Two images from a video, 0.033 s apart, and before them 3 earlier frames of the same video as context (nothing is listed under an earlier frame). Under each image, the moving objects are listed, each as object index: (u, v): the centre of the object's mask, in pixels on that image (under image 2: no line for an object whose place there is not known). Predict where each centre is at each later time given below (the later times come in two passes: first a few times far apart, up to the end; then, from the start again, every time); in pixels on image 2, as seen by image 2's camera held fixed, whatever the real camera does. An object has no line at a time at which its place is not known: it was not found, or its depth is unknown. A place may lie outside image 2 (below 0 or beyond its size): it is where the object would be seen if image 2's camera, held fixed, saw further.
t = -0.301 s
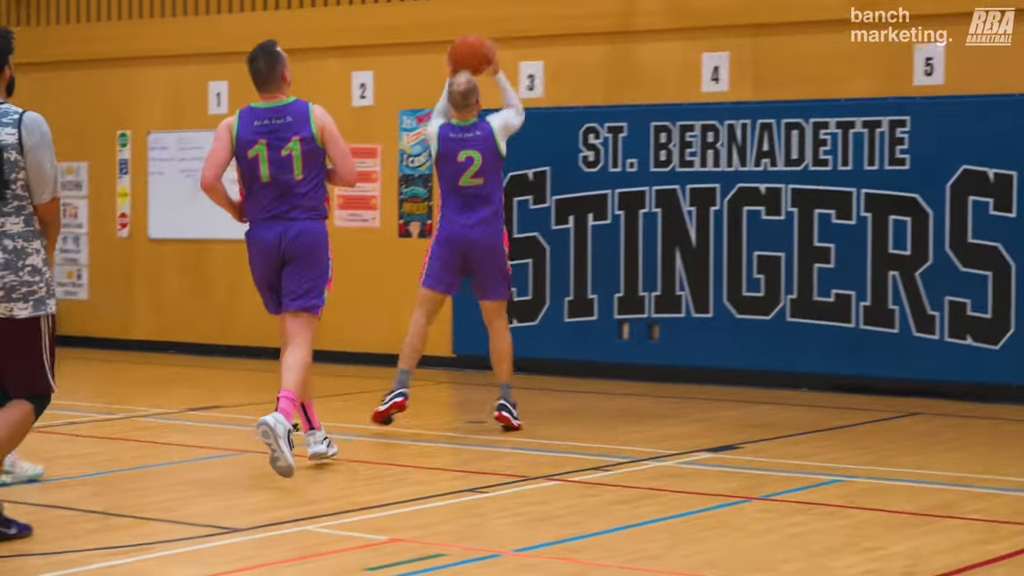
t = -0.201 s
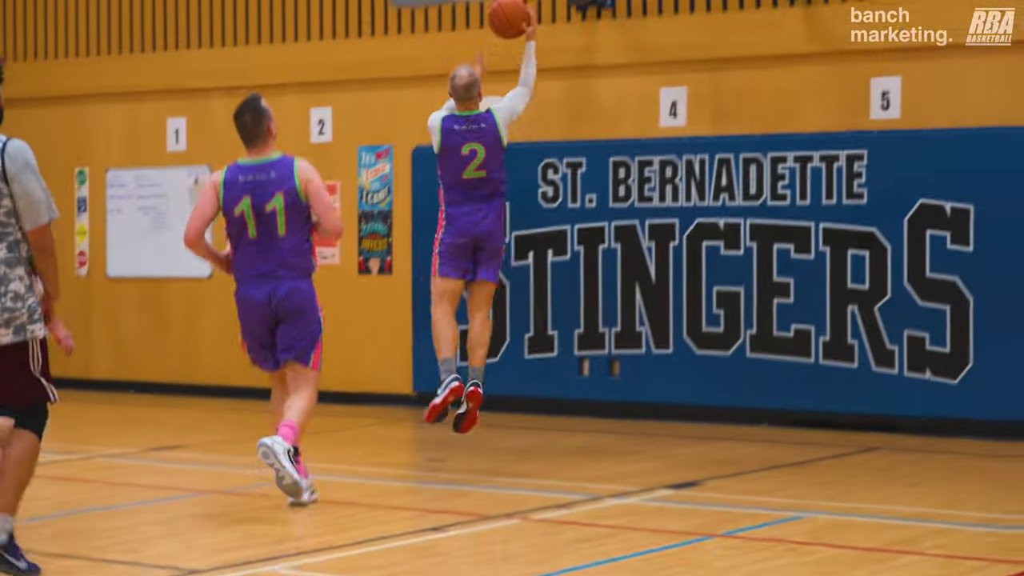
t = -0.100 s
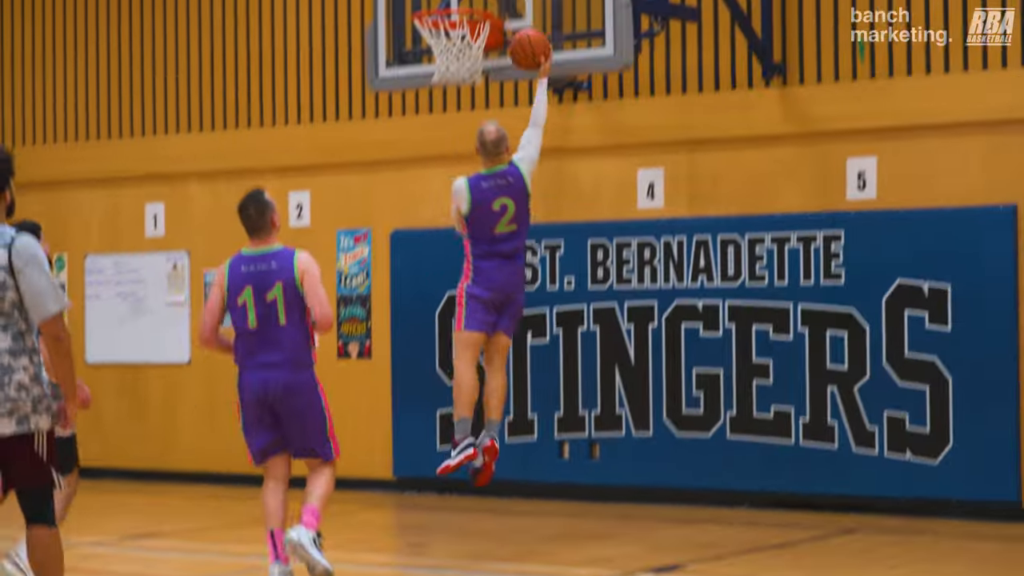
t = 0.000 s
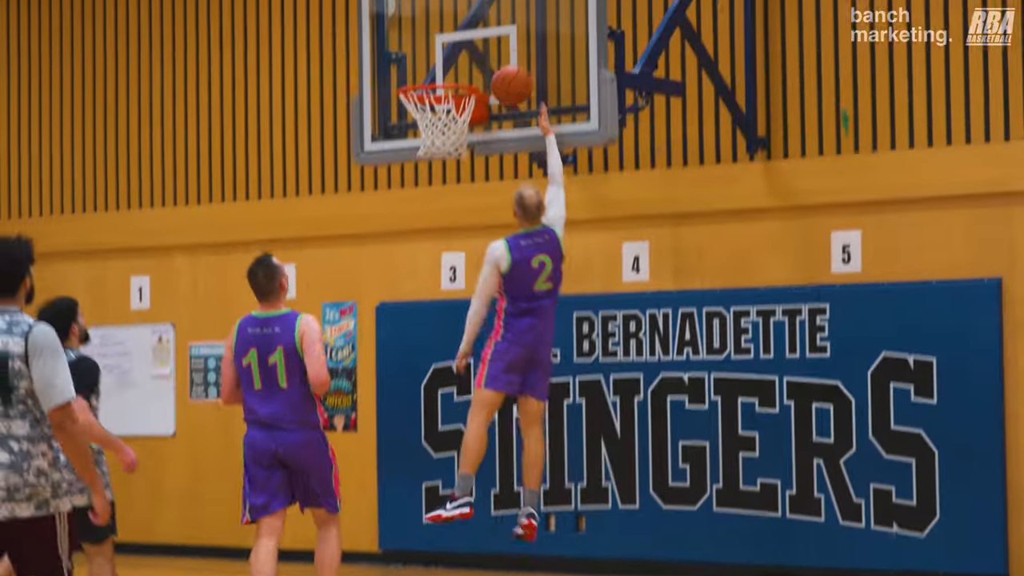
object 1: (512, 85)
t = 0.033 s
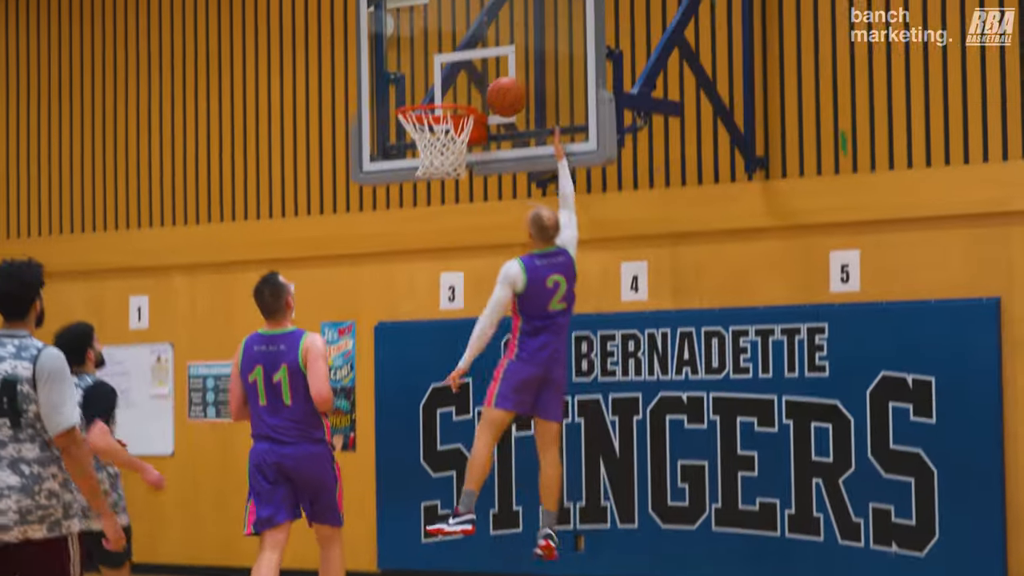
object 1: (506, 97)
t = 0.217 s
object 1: (472, 77)
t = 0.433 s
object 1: (421, 122)
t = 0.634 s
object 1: (420, 154)
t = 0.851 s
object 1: (449, 230)
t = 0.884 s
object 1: (453, 247)
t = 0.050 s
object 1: (505, 93)
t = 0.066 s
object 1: (503, 91)
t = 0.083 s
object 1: (501, 88)
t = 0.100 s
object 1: (500, 85)
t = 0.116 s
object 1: (497, 83)
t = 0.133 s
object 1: (493, 81)
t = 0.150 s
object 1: (489, 79)
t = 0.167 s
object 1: (485, 78)
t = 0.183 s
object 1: (481, 78)
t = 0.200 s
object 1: (475, 77)
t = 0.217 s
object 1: (472, 77)
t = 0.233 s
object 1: (468, 78)
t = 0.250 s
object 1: (464, 79)
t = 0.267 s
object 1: (461, 80)
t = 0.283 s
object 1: (456, 82)
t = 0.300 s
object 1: (452, 84)
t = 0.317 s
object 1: (448, 86)
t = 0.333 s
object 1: (444, 89)
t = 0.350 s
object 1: (441, 91)
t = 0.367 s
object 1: (436, 93)
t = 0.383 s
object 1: (433, 96)
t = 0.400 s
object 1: (429, 98)
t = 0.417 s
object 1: (424, 101)
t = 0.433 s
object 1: (421, 122)
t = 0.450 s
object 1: (415, 127)
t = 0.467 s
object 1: (413, 130)
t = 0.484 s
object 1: (411, 134)
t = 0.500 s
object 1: (411, 137)
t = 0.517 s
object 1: (409, 139)
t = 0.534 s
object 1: (409, 141)
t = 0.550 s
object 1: (411, 144)
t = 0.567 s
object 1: (411, 143)
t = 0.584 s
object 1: (413, 147)
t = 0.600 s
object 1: (416, 149)
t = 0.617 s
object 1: (419, 151)
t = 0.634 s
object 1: (420, 154)
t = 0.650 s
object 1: (422, 157)
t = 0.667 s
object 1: (424, 160)
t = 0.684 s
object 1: (427, 165)
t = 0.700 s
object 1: (429, 169)
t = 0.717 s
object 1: (431, 174)
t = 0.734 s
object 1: (433, 182)
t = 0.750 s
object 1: (436, 187)
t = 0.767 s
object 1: (438, 192)
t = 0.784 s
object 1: (440, 198)
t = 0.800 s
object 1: (442, 205)
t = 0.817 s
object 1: (445, 213)
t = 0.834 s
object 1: (447, 221)
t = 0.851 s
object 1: (449, 230)
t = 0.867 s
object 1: (451, 238)
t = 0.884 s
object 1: (453, 247)
